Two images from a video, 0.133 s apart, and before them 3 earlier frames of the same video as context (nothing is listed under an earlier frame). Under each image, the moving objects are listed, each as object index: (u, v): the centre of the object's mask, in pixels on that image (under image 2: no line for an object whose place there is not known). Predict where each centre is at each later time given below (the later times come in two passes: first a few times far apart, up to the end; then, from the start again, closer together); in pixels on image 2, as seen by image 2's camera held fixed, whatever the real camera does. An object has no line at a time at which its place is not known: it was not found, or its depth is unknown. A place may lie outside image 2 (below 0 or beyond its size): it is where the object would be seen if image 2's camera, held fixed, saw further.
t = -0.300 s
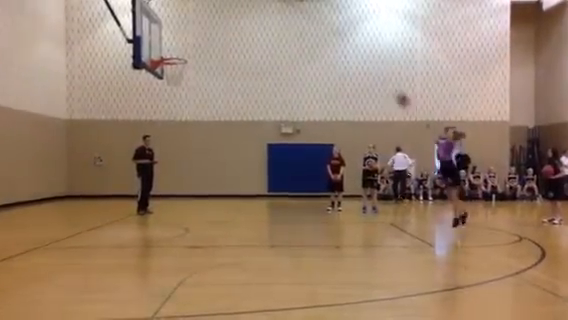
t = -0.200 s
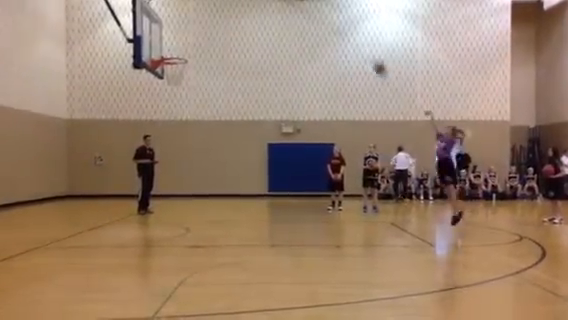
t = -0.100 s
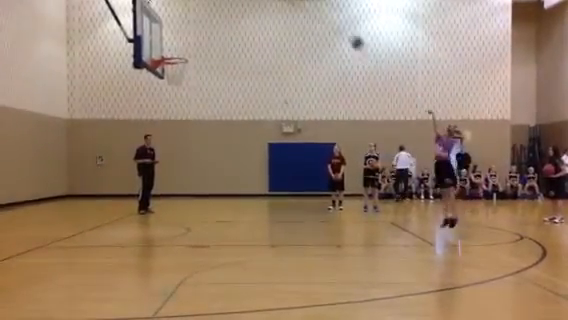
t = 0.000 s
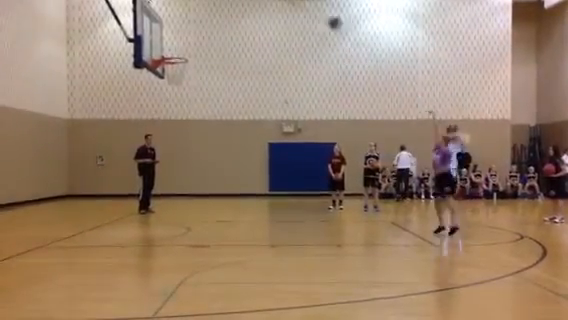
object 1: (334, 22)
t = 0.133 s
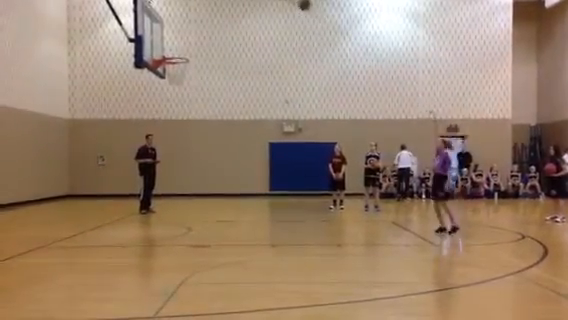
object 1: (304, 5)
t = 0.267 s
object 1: (276, 1)
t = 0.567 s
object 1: (208, 12)
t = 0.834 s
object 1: (162, 56)
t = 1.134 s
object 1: (182, 69)
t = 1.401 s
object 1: (199, 118)
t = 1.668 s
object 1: (215, 197)
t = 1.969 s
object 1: (226, 166)
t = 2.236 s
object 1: (234, 138)
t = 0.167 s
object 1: (297, 3)
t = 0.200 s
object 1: (289, 2)
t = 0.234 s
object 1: (282, 1)
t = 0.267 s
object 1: (276, 1)
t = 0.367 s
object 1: (252, 0)
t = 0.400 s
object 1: (245, 1)
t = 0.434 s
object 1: (238, 2)
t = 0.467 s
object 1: (231, 2)
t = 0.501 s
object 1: (223, 4)
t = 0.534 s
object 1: (216, 7)
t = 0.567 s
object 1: (208, 12)
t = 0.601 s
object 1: (201, 17)
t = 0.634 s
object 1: (195, 22)
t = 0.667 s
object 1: (187, 28)
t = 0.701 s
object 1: (181, 35)
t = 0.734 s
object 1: (173, 42)
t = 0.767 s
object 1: (167, 49)
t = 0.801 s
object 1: (162, 56)
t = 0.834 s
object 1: (162, 56)
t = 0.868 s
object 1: (163, 55)
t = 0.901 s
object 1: (166, 54)
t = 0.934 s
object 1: (169, 55)
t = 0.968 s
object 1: (170, 55)
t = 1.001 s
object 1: (173, 57)
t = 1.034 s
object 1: (176, 60)
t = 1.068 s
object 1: (178, 63)
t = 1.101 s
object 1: (179, 66)
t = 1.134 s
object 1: (182, 69)
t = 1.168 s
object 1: (185, 74)
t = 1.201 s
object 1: (187, 79)
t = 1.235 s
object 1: (189, 84)
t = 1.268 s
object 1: (191, 90)
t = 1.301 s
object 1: (193, 96)
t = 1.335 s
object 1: (196, 103)
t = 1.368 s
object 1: (198, 110)
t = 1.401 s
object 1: (199, 118)
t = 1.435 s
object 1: (201, 126)
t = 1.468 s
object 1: (203, 134)
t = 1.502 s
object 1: (205, 144)
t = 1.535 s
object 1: (207, 153)
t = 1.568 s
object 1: (209, 164)
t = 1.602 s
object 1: (211, 174)
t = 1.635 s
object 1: (212, 184)
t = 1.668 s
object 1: (215, 197)
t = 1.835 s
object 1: (220, 191)
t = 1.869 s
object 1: (222, 186)
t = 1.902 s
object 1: (224, 178)
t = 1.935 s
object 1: (226, 171)
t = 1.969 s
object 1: (226, 166)
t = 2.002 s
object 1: (227, 161)
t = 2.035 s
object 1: (228, 155)
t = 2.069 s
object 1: (229, 151)
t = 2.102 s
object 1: (230, 148)
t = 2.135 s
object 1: (231, 144)
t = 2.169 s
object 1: (232, 142)
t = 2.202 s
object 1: (233, 139)
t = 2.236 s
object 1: (234, 138)
